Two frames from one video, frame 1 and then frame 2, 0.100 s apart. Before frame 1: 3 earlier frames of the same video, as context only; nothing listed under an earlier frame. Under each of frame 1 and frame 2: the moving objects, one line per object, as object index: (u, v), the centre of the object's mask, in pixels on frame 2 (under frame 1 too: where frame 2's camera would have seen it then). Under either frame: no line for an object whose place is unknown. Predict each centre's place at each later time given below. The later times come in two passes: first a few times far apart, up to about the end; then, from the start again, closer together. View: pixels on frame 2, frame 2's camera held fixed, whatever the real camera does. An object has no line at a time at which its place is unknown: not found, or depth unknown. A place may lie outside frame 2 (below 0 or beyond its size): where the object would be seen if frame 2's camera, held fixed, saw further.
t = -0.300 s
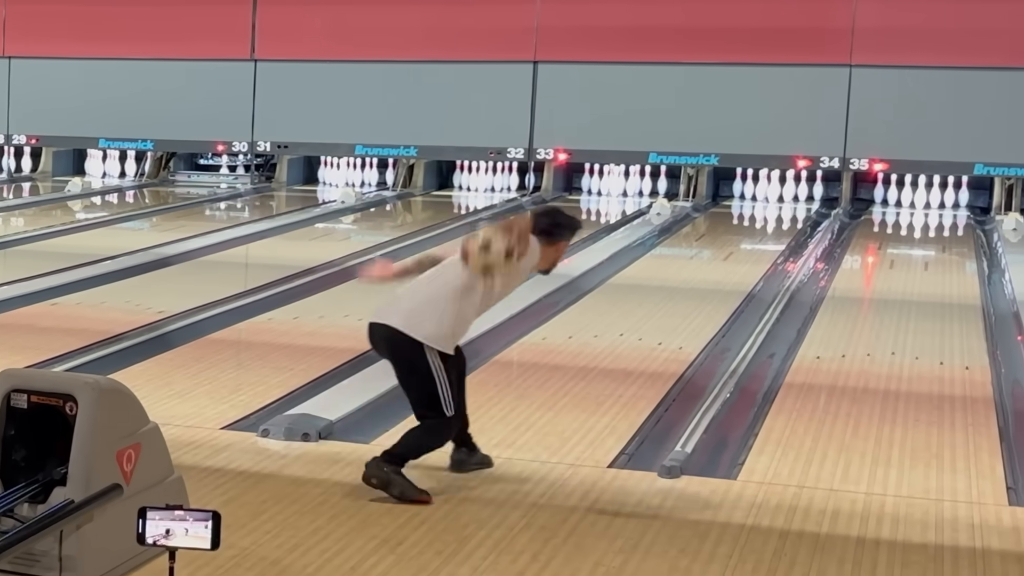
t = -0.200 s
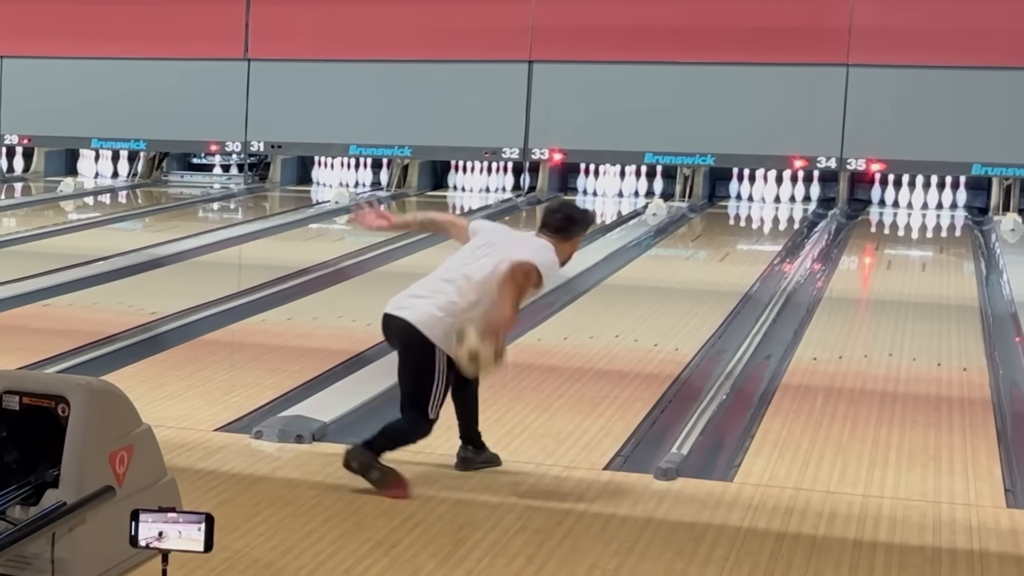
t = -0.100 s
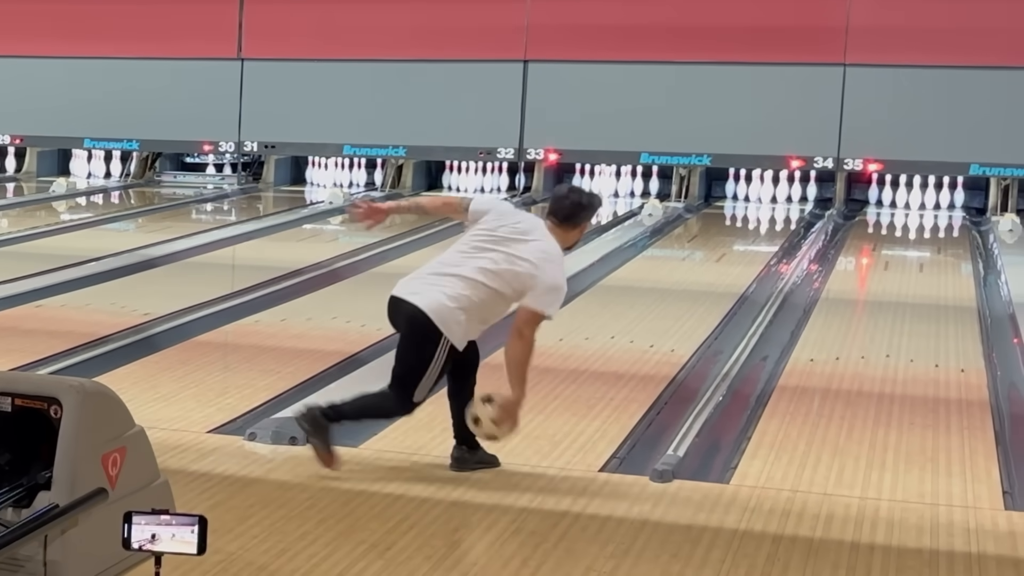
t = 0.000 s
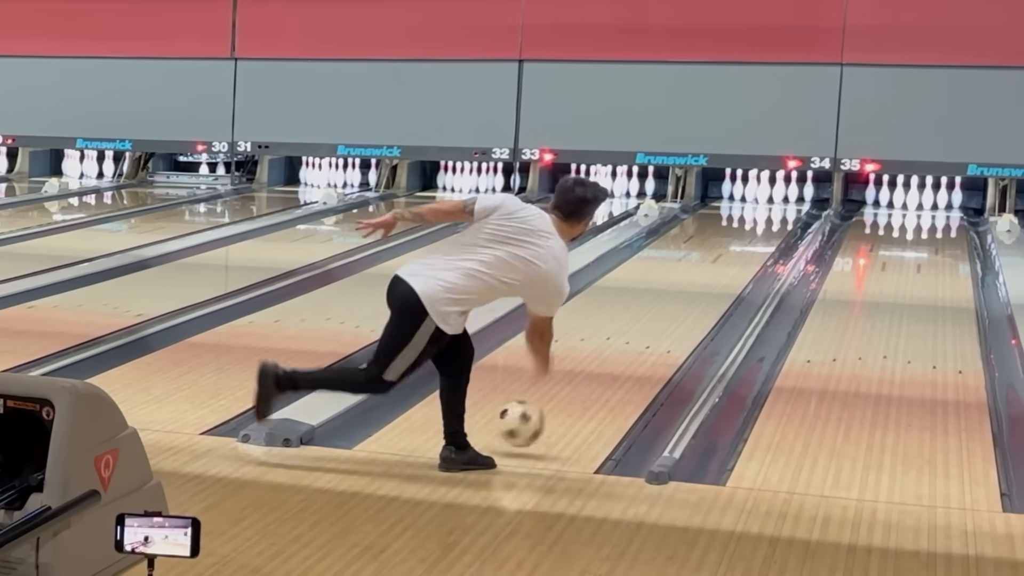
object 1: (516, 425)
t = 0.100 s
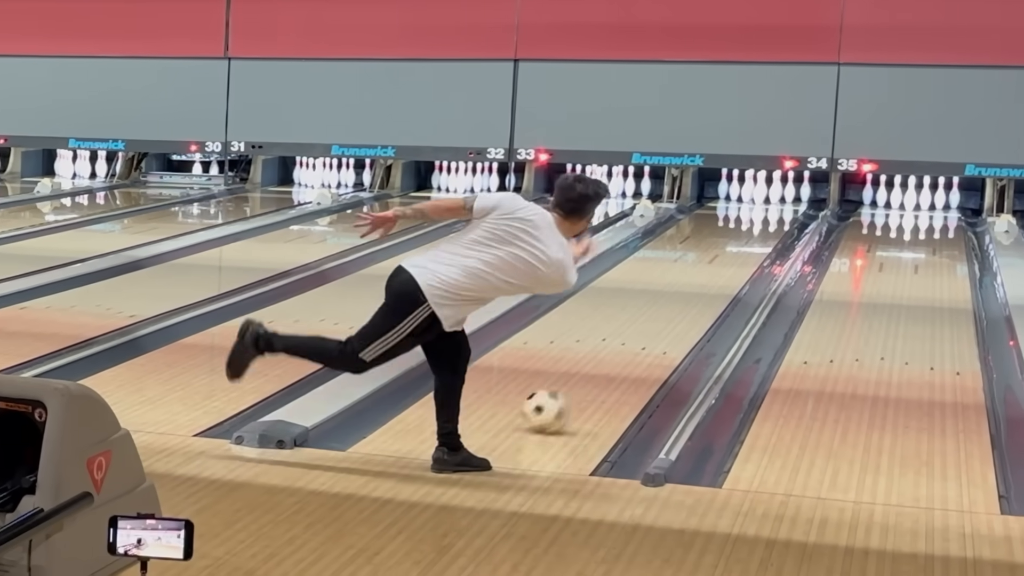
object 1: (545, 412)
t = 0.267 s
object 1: (591, 377)
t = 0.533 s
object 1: (644, 336)
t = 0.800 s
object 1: (684, 303)
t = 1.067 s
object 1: (716, 276)
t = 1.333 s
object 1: (738, 255)
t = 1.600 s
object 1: (753, 237)
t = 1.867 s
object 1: (765, 223)
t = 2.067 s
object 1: (769, 213)
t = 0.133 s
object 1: (556, 404)
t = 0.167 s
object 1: (565, 397)
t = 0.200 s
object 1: (573, 391)
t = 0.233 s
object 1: (582, 385)
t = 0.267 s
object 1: (591, 377)
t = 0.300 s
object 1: (598, 372)
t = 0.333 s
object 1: (606, 366)
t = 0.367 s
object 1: (613, 360)
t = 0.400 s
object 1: (616, 357)
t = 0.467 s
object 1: (632, 345)
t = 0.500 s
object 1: (638, 341)
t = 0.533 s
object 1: (644, 336)
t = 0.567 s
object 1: (650, 331)
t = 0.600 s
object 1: (656, 326)
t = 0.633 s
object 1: (660, 323)
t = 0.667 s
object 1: (665, 319)
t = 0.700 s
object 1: (671, 315)
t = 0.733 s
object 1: (675, 311)
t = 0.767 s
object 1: (680, 307)
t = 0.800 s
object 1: (684, 303)
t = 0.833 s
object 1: (689, 300)
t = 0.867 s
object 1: (693, 297)
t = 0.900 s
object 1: (697, 293)
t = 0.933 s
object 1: (701, 289)
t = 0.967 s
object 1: (706, 286)
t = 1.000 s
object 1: (709, 283)
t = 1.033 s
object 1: (712, 280)
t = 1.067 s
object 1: (716, 276)
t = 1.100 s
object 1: (719, 274)
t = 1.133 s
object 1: (722, 270)
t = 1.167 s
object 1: (725, 268)
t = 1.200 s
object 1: (727, 265)
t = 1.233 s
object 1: (729, 263)
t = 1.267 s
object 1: (732, 260)
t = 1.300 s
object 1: (735, 257)
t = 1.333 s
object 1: (738, 255)
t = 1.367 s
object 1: (740, 253)
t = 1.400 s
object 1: (742, 250)
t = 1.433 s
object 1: (743, 248)
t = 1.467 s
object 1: (746, 246)
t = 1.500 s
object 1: (748, 244)
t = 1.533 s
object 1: (750, 242)
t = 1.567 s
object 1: (752, 239)
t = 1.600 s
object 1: (753, 237)
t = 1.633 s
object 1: (756, 236)
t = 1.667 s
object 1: (757, 234)
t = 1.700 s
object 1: (758, 232)
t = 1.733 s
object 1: (760, 230)
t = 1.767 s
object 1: (761, 228)
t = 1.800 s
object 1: (762, 227)
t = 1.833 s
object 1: (764, 225)
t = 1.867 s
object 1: (765, 223)
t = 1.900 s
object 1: (766, 221)
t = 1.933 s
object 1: (767, 219)
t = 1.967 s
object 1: (767, 217)
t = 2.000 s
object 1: (768, 216)
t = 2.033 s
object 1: (769, 214)
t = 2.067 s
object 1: (769, 213)
